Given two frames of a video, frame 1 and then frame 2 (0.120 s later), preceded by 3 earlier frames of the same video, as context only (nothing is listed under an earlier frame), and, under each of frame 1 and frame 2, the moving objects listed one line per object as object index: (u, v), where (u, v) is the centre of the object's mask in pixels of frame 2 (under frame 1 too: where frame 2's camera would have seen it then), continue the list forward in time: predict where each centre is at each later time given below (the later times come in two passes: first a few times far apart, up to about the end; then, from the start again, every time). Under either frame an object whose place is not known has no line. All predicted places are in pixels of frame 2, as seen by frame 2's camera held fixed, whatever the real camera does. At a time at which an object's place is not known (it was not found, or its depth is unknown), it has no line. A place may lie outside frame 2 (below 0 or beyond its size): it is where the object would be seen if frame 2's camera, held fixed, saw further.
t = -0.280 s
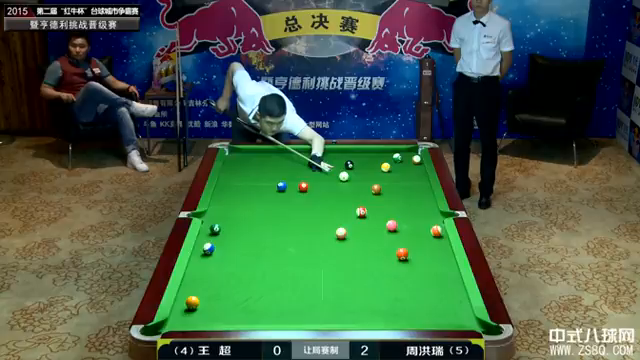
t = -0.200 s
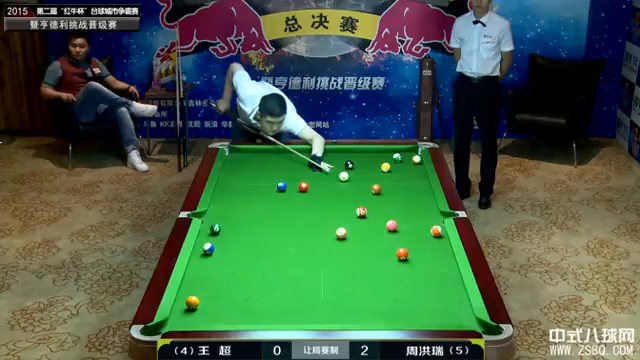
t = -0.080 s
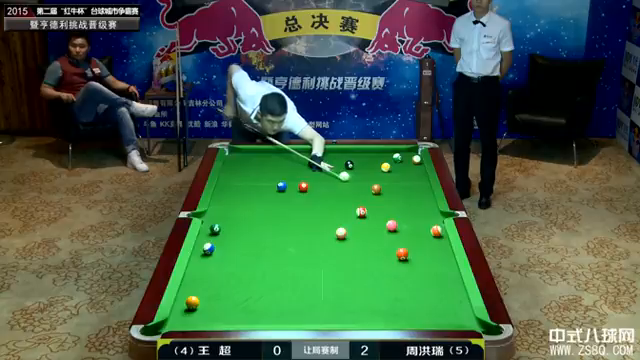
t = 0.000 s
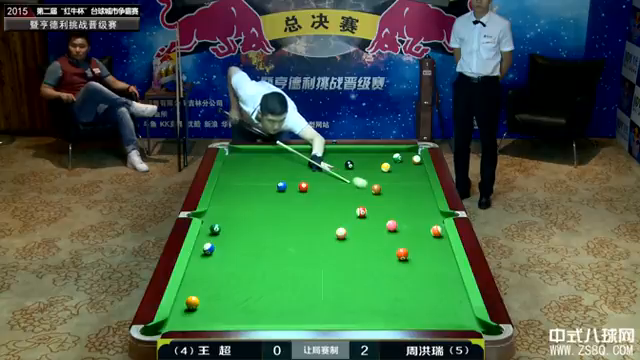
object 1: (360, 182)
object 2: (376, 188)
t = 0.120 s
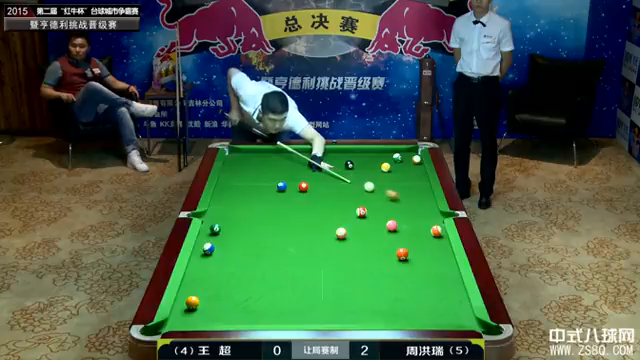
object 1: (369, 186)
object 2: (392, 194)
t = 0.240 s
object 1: (365, 185)
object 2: (415, 204)
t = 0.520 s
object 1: (355, 181)
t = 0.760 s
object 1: (347, 179)
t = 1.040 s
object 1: (339, 176)
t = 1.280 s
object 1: (333, 173)
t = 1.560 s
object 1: (326, 171)
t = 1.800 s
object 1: (321, 169)
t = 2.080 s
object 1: (316, 168)
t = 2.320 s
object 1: (312, 167)
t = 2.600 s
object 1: (308, 165)
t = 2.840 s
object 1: (306, 164)
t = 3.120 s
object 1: (303, 164)
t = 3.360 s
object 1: (302, 163)
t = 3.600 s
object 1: (301, 163)
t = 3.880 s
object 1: (301, 163)
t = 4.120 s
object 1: (301, 163)
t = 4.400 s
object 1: (301, 163)
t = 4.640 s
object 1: (301, 163)
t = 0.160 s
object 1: (368, 186)
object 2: (400, 197)
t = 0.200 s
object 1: (367, 185)
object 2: (408, 200)
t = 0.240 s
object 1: (365, 185)
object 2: (415, 204)
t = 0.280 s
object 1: (364, 185)
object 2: (423, 207)
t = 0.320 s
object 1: (362, 184)
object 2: (430, 210)
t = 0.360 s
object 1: (361, 183)
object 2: (438, 213)
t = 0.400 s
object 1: (360, 183)
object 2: (444, 214)
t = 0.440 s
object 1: (358, 182)
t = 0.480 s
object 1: (357, 182)
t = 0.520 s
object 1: (355, 181)
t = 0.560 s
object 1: (354, 181)
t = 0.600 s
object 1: (353, 181)
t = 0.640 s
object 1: (351, 180)
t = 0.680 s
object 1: (350, 180)
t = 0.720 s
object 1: (349, 179)
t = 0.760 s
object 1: (347, 179)
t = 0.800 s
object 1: (346, 178)
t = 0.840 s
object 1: (345, 178)
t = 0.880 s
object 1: (344, 177)
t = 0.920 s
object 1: (343, 177)
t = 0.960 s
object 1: (341, 177)
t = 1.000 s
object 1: (340, 176)
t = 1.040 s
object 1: (339, 176)
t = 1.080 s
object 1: (338, 175)
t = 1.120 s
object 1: (337, 175)
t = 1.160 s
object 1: (336, 174)
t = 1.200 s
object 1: (335, 174)
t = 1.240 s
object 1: (334, 174)
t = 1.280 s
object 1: (333, 173)
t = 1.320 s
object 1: (332, 173)
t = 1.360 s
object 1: (331, 173)
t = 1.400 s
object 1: (330, 172)
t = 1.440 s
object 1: (329, 172)
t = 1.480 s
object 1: (328, 172)
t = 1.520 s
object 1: (327, 172)
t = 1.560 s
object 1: (326, 171)
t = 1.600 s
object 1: (325, 171)
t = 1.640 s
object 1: (324, 171)
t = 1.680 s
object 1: (324, 170)
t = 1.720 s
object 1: (323, 170)
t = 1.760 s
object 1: (322, 170)
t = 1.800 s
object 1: (321, 169)
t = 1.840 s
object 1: (320, 169)
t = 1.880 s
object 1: (319, 169)
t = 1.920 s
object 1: (319, 168)
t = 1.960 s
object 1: (318, 168)
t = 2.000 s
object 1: (317, 168)
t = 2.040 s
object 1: (316, 168)
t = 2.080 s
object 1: (316, 168)
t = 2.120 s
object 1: (315, 167)
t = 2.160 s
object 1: (315, 167)
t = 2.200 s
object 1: (314, 167)
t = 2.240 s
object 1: (313, 167)
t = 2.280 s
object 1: (313, 166)
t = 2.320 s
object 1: (312, 167)
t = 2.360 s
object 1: (311, 166)
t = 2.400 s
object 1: (311, 166)
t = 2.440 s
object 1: (310, 166)
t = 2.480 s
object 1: (310, 166)
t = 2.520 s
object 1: (309, 166)
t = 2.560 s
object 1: (309, 165)
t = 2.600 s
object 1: (308, 165)
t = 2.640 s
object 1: (308, 165)
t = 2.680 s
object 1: (307, 165)
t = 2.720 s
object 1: (307, 165)
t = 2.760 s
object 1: (306, 165)
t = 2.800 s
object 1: (306, 165)
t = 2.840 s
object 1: (306, 164)
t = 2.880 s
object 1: (305, 164)
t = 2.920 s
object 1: (305, 164)
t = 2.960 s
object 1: (304, 164)
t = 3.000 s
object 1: (304, 164)
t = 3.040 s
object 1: (304, 164)
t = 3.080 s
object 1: (303, 164)
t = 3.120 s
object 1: (303, 164)
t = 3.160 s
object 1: (303, 164)
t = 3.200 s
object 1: (303, 163)
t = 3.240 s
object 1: (303, 163)
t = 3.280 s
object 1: (302, 163)
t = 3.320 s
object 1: (302, 163)
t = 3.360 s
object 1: (302, 163)
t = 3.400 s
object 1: (302, 163)
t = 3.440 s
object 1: (302, 163)
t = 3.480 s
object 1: (301, 163)
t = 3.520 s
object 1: (301, 163)
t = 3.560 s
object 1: (301, 163)
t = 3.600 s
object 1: (301, 163)
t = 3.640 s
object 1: (301, 163)
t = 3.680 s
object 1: (301, 163)
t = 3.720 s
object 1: (301, 163)
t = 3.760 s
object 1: (301, 163)
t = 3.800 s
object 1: (301, 163)
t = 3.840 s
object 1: (301, 163)
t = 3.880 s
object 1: (301, 163)
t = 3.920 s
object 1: (301, 163)
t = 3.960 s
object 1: (301, 163)
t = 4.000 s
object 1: (301, 163)
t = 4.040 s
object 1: (301, 163)
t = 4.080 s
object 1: (301, 163)
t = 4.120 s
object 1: (301, 163)
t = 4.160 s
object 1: (301, 163)
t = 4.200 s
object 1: (301, 163)
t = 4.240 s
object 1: (301, 163)
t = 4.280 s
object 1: (301, 163)
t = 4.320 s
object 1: (301, 163)
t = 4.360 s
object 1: (301, 163)
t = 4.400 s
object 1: (301, 163)
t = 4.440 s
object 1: (301, 163)
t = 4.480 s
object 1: (301, 163)
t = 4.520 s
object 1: (301, 163)
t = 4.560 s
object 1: (301, 163)
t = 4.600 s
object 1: (301, 163)
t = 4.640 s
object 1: (301, 163)
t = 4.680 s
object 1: (301, 163)
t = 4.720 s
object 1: (301, 163)
